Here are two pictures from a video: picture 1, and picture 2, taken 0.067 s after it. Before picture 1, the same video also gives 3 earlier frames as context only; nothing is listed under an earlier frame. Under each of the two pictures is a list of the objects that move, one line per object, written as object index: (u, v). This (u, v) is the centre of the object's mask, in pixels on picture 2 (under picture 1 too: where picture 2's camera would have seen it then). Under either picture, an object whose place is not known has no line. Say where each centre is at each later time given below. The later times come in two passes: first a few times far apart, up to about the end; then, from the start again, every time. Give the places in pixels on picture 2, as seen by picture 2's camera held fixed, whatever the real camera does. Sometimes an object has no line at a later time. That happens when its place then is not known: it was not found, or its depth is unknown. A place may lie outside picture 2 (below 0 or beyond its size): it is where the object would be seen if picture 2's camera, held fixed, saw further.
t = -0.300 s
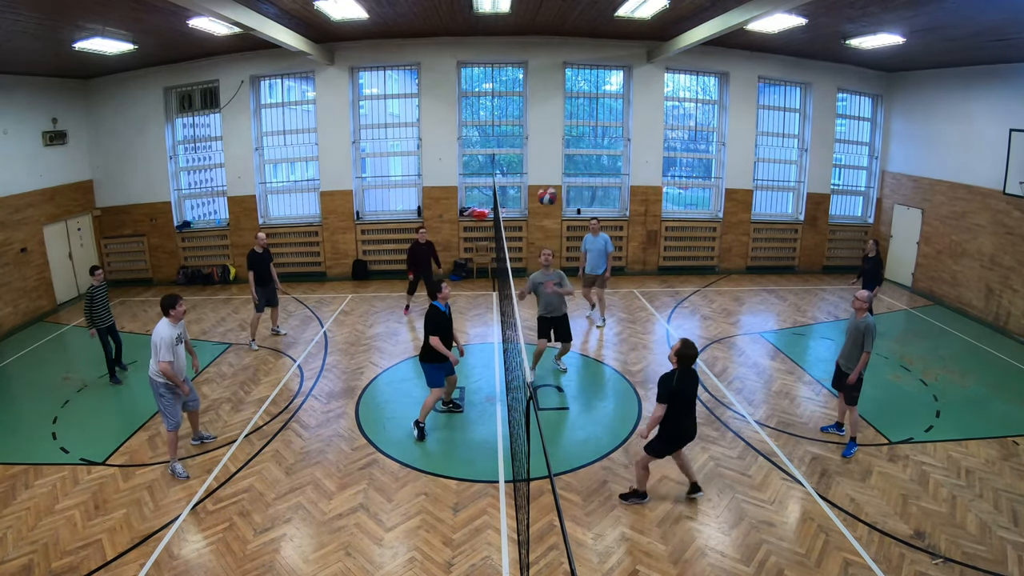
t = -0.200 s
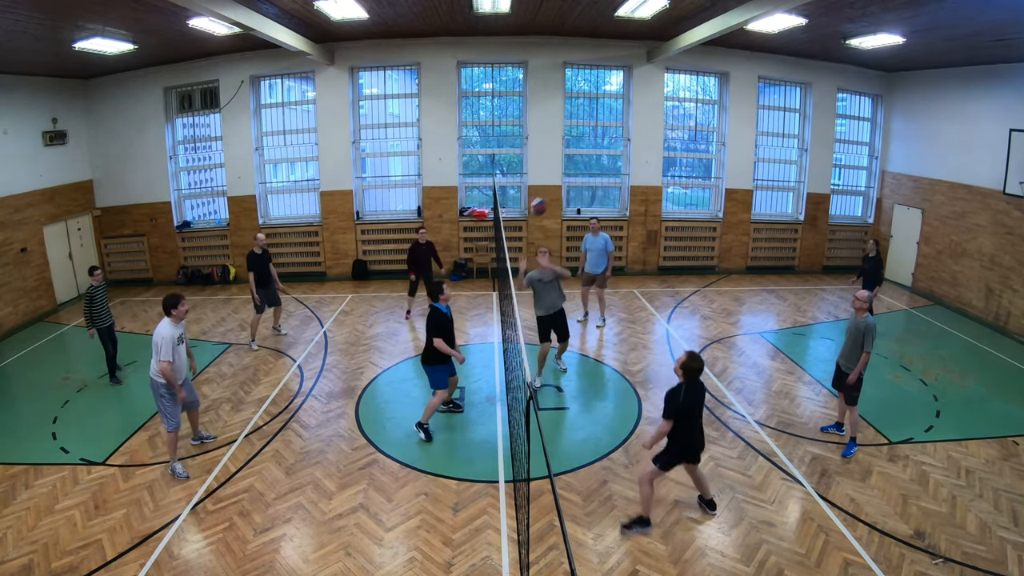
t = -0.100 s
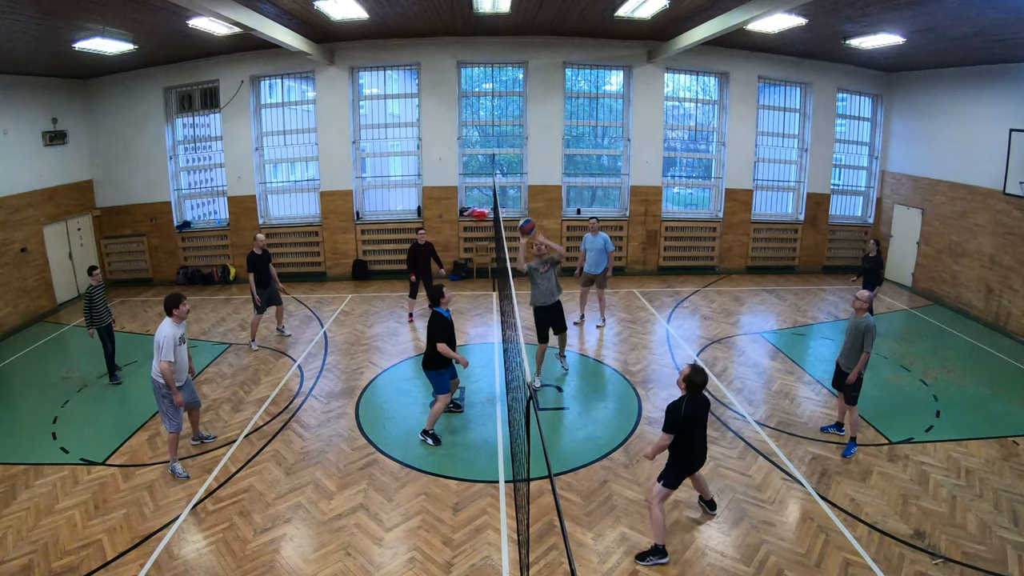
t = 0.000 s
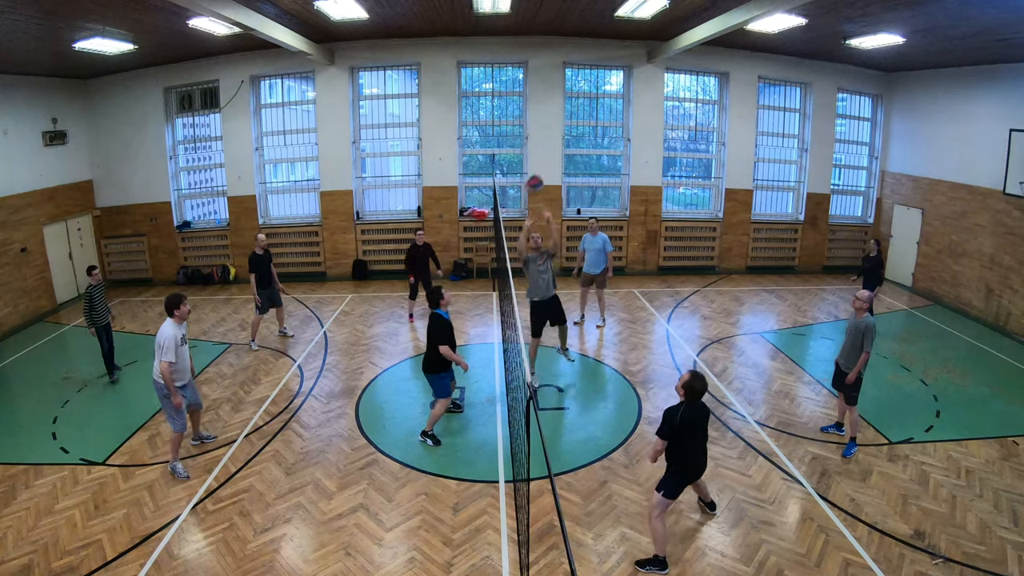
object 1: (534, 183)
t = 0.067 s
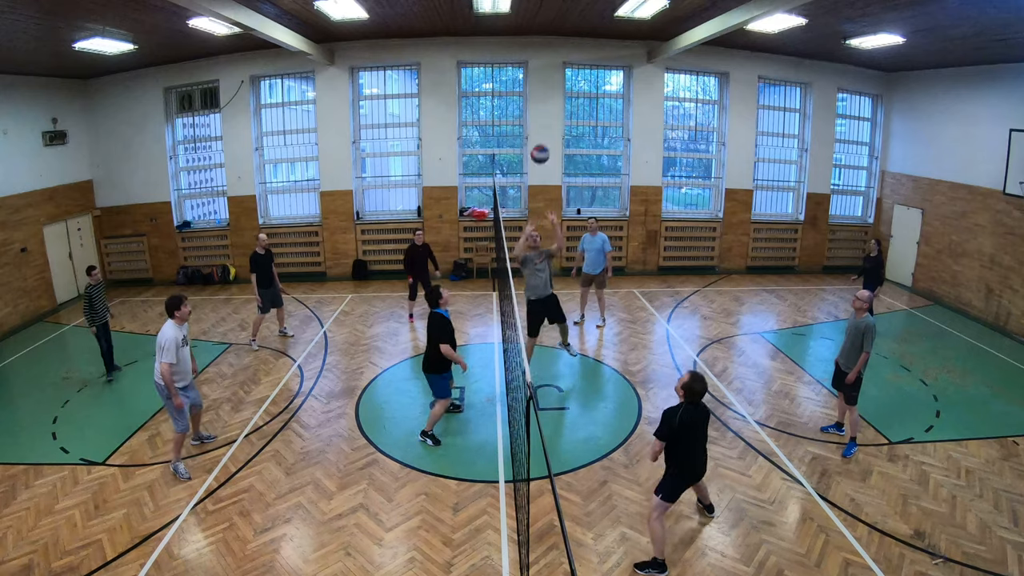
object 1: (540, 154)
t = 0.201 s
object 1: (552, 102)
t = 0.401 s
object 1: (576, 45)
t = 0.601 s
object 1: (604, 26)
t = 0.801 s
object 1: (638, 55)
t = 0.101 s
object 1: (543, 140)
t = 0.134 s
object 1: (546, 126)
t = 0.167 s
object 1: (549, 114)
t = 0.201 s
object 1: (552, 102)
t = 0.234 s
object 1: (556, 90)
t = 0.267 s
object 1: (560, 79)
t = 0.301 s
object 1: (563, 69)
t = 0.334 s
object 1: (567, 60)
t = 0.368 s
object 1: (572, 53)
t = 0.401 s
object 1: (576, 45)
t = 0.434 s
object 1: (580, 39)
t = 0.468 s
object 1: (585, 34)
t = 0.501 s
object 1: (590, 31)
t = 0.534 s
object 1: (594, 28)
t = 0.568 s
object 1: (599, 27)
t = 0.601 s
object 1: (604, 26)
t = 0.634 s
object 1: (609, 27)
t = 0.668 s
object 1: (615, 28)
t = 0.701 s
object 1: (620, 33)
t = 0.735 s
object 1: (626, 39)
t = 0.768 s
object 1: (632, 46)
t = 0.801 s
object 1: (638, 55)
